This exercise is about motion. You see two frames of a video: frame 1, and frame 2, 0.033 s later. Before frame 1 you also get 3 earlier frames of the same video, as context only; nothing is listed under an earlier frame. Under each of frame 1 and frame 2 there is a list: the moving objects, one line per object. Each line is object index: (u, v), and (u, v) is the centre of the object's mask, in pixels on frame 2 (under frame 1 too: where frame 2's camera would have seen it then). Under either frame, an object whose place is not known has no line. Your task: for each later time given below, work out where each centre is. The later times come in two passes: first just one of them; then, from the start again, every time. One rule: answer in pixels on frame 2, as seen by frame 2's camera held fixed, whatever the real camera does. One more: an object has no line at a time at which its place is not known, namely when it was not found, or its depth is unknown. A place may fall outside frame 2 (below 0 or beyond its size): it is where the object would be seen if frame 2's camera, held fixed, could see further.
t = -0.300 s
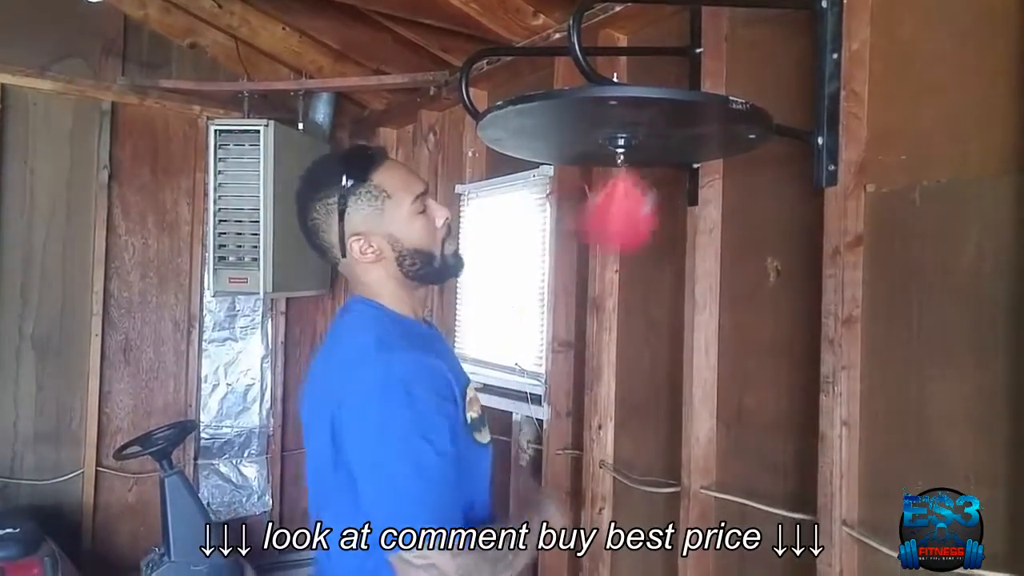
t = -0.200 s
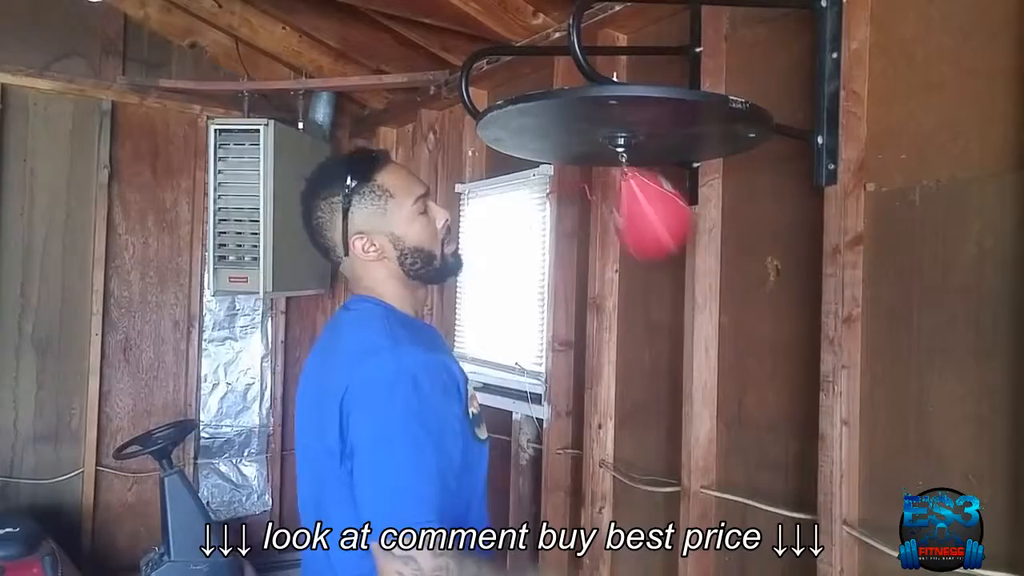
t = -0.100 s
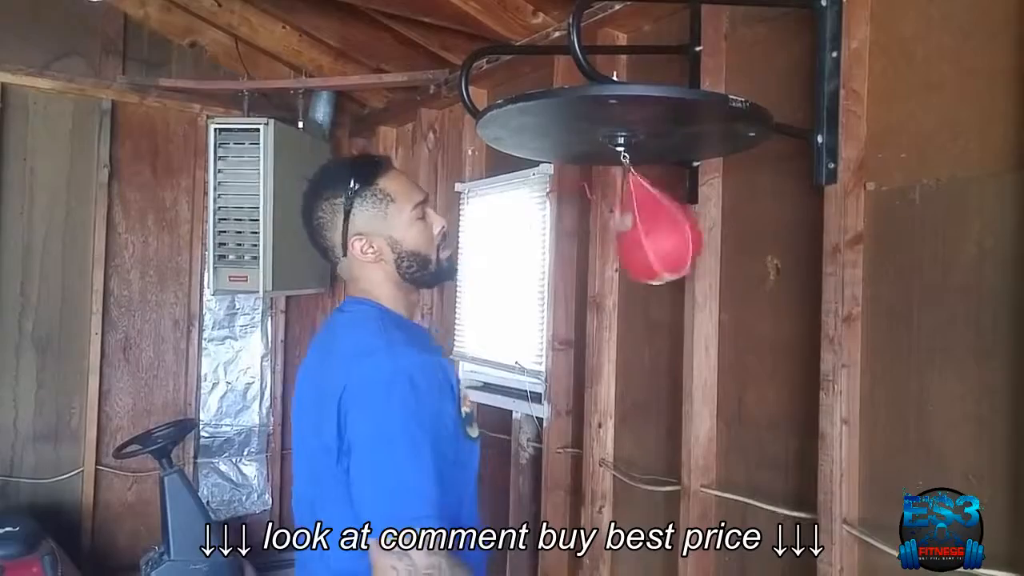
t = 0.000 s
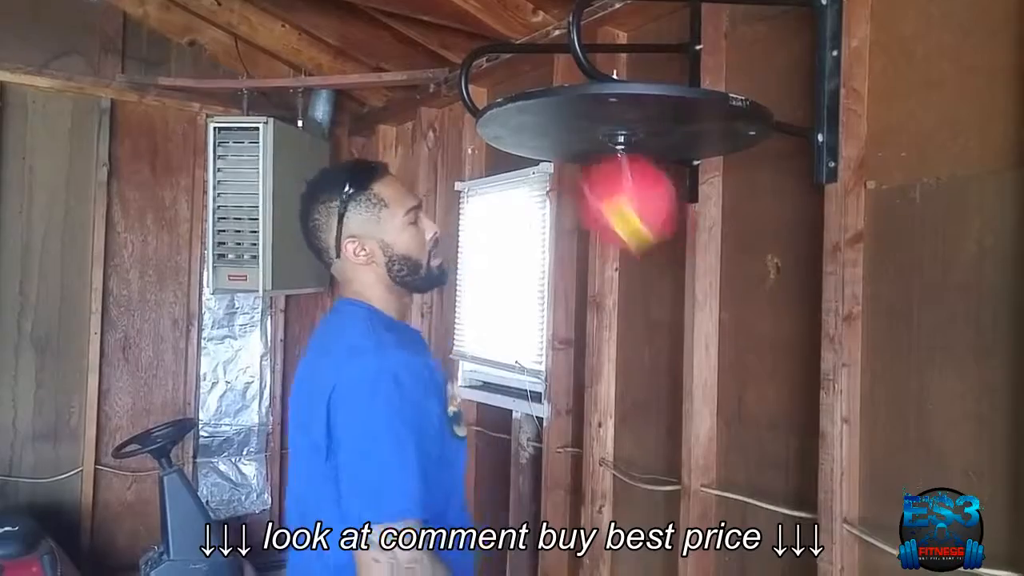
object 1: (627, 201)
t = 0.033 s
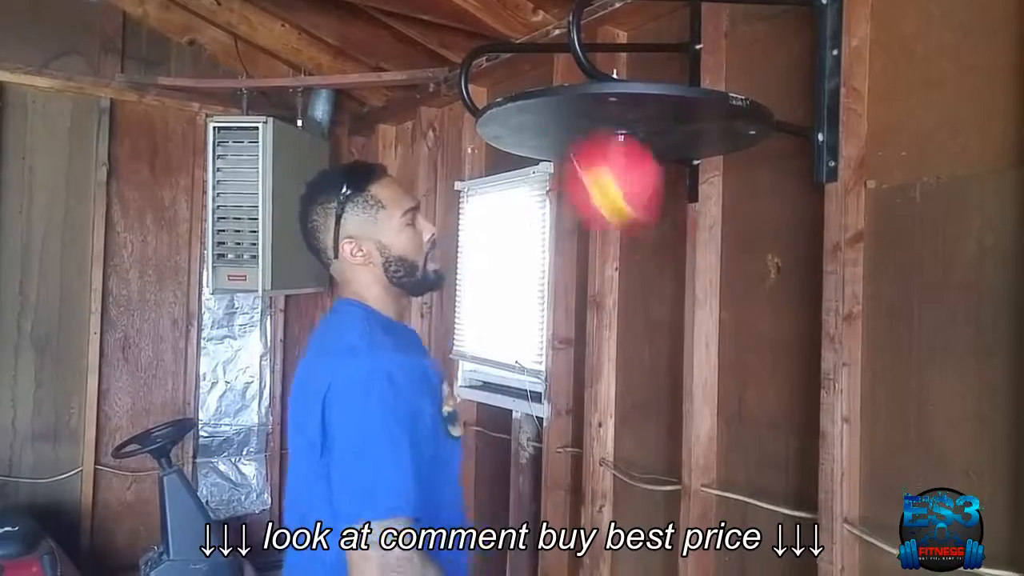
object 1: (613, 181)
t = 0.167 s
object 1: (572, 183)
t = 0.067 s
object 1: (600, 163)
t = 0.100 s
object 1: (588, 155)
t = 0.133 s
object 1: (579, 166)
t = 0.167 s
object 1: (572, 183)
